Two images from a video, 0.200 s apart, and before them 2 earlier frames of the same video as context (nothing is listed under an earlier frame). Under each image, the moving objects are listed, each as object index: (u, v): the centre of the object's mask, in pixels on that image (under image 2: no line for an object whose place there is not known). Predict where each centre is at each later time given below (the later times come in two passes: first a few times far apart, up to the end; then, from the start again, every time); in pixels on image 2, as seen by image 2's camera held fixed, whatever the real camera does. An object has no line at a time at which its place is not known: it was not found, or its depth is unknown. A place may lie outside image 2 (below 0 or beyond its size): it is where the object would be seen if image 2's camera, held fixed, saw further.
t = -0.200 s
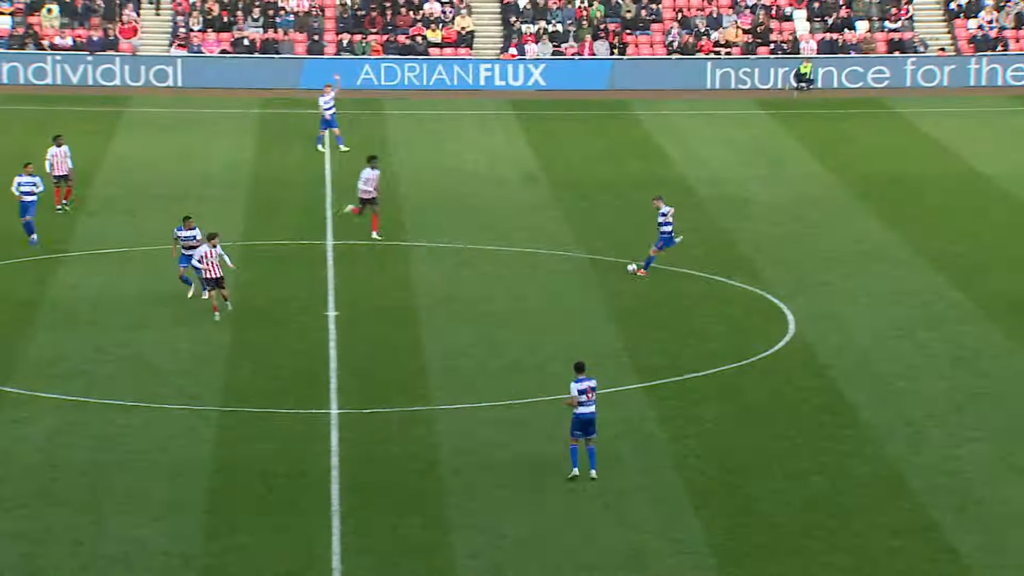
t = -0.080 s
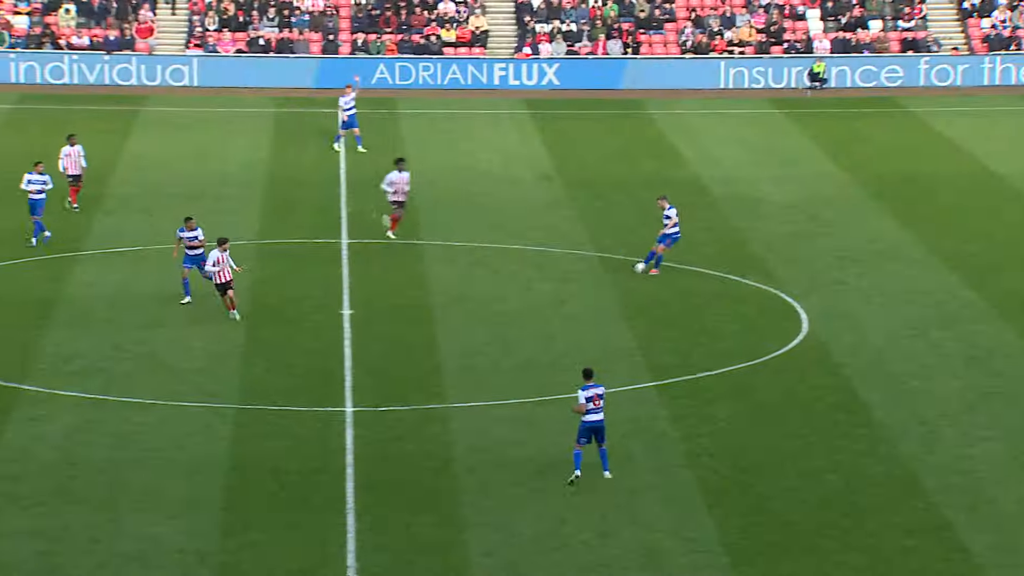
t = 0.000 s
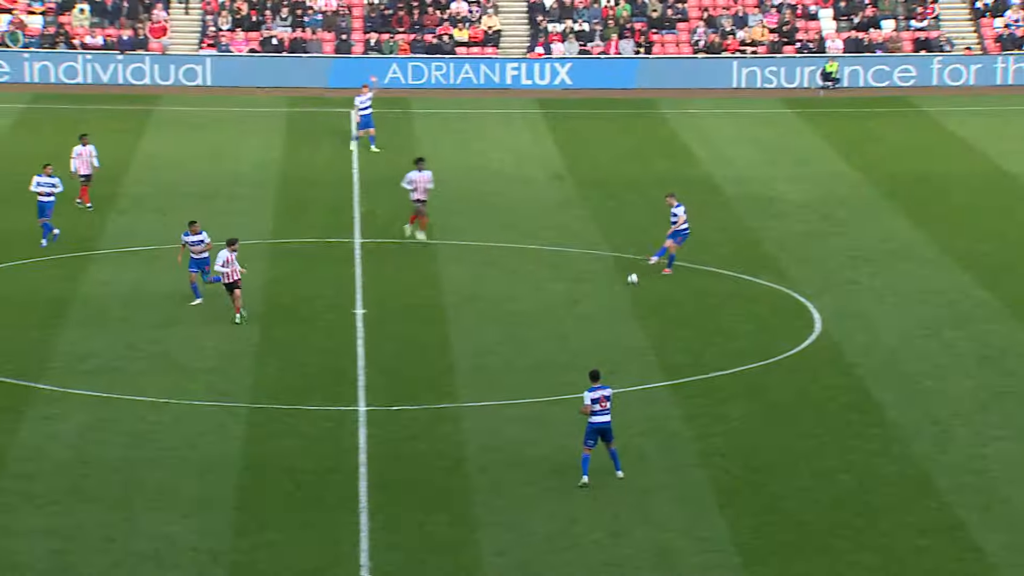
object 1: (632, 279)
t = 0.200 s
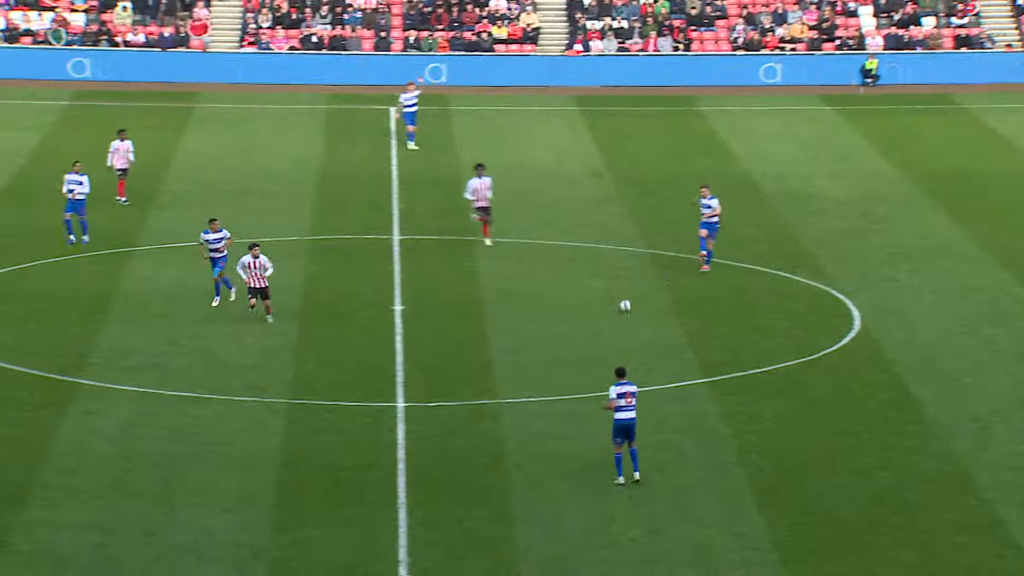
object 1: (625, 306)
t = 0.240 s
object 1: (616, 312)
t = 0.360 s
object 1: (592, 329)
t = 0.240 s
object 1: (616, 312)
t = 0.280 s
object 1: (608, 317)
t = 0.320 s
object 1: (600, 323)
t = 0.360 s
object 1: (592, 329)
